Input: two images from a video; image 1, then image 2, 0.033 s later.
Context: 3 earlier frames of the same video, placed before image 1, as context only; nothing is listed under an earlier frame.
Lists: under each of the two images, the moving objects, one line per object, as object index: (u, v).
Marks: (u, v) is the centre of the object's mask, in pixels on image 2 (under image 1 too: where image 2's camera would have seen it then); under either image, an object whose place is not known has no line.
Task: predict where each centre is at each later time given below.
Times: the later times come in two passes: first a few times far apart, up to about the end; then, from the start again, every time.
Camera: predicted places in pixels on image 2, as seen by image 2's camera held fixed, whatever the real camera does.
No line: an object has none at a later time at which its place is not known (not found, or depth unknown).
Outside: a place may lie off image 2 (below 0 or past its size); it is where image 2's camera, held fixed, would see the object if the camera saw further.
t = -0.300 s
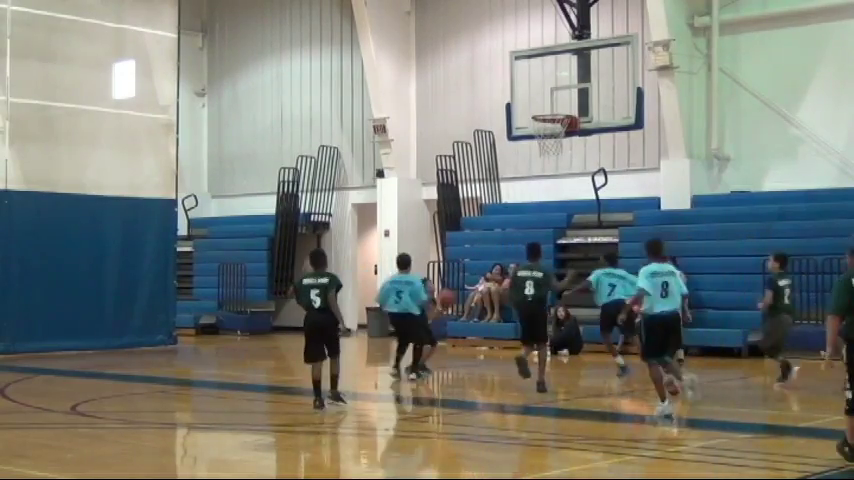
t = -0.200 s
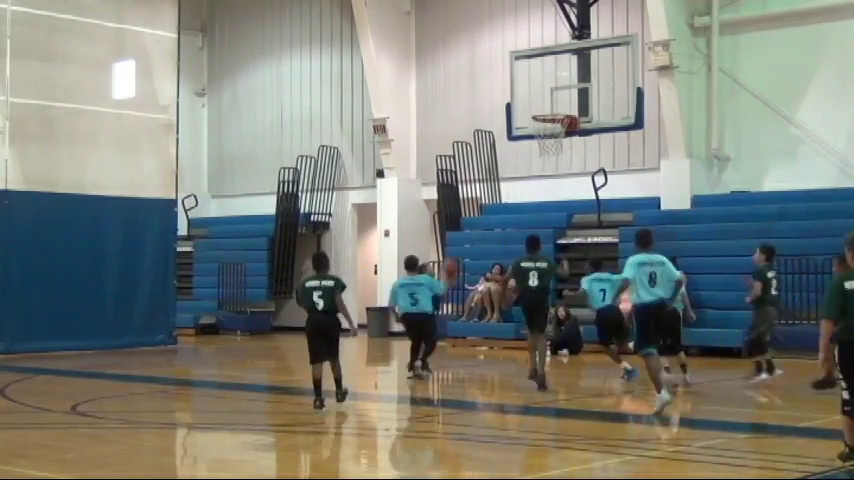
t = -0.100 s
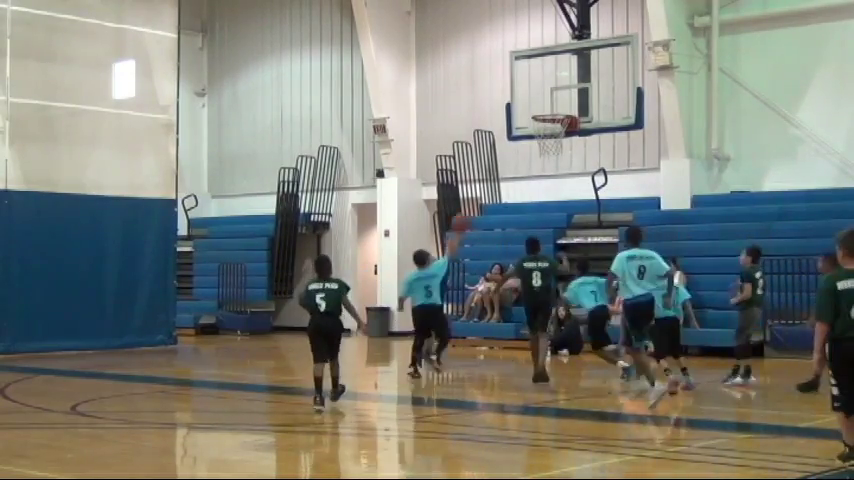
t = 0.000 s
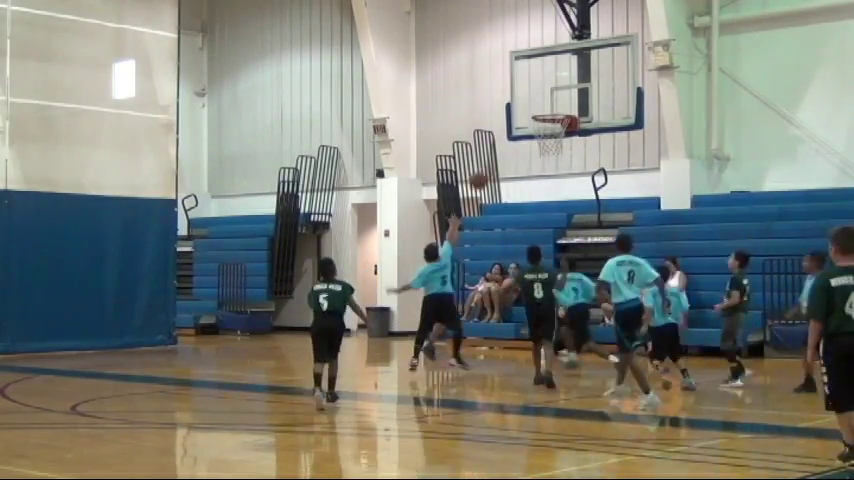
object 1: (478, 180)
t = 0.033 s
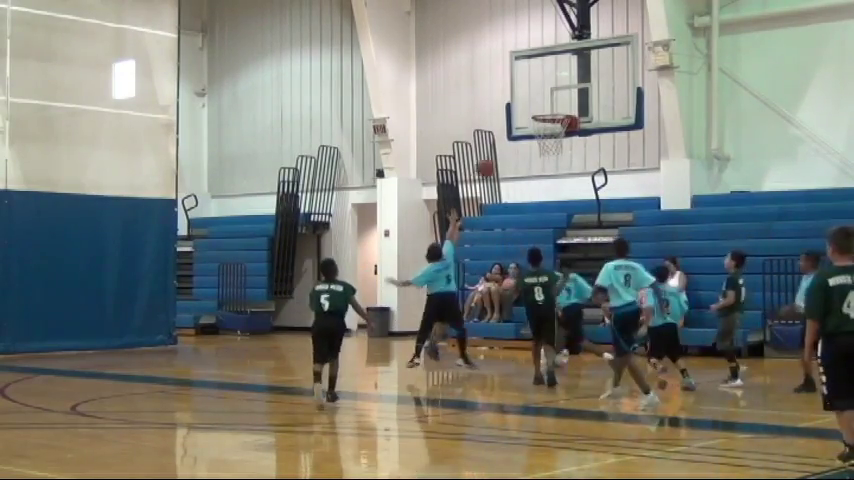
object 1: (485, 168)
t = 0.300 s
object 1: (531, 99)
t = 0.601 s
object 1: (552, 94)
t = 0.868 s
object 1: (552, 140)
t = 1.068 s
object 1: (549, 177)
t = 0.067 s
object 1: (490, 155)
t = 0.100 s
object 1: (496, 145)
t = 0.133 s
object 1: (502, 135)
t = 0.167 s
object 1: (507, 126)
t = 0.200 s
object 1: (514, 117)
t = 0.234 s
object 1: (520, 110)
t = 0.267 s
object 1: (525, 104)
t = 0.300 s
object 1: (531, 99)
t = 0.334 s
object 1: (537, 94)
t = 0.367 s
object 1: (543, 90)
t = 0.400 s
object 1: (549, 88)
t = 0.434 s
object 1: (551, 86)
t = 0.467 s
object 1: (551, 86)
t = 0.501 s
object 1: (551, 87)
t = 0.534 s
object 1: (551, 89)
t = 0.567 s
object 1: (551, 91)
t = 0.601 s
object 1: (552, 94)
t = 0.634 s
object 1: (552, 98)
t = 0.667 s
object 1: (552, 103)
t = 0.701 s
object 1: (552, 111)
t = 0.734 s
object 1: (552, 117)
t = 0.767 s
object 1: (551, 128)
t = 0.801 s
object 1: (551, 133)
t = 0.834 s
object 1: (553, 137)
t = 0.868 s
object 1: (552, 140)
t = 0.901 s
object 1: (552, 146)
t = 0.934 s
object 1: (551, 149)
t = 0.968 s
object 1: (551, 154)
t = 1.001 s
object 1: (550, 161)
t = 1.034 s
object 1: (550, 169)
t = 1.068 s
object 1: (549, 177)
